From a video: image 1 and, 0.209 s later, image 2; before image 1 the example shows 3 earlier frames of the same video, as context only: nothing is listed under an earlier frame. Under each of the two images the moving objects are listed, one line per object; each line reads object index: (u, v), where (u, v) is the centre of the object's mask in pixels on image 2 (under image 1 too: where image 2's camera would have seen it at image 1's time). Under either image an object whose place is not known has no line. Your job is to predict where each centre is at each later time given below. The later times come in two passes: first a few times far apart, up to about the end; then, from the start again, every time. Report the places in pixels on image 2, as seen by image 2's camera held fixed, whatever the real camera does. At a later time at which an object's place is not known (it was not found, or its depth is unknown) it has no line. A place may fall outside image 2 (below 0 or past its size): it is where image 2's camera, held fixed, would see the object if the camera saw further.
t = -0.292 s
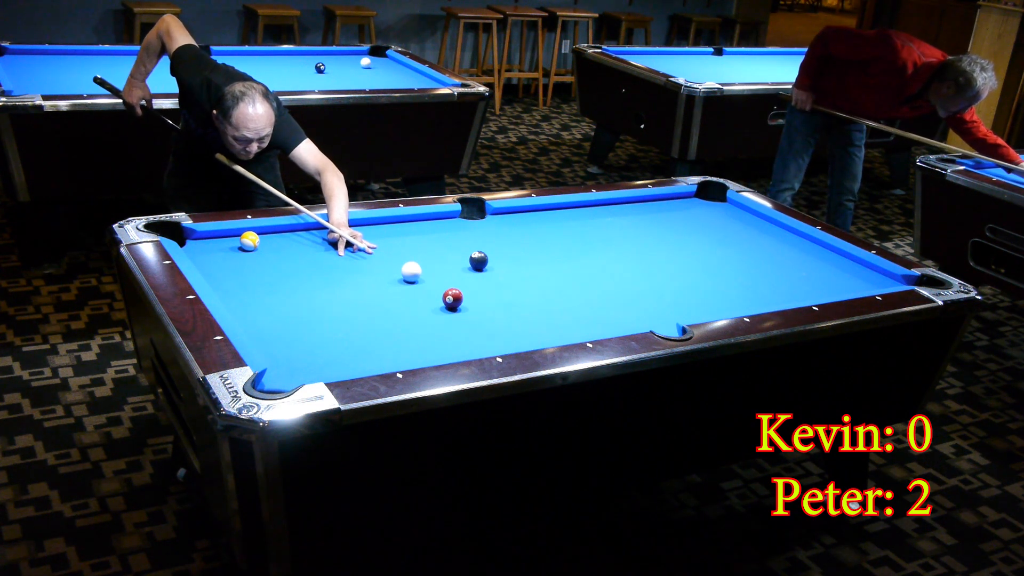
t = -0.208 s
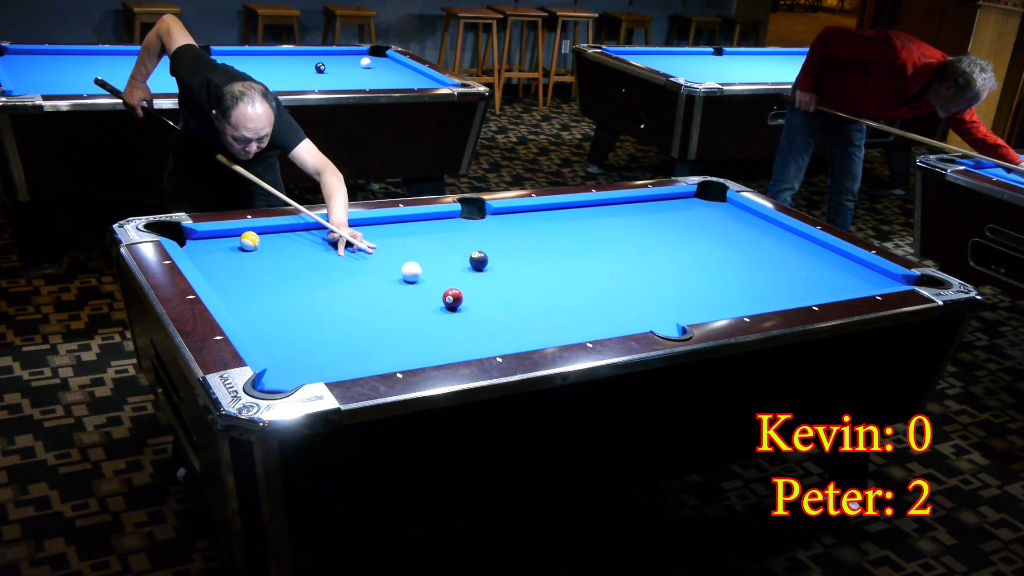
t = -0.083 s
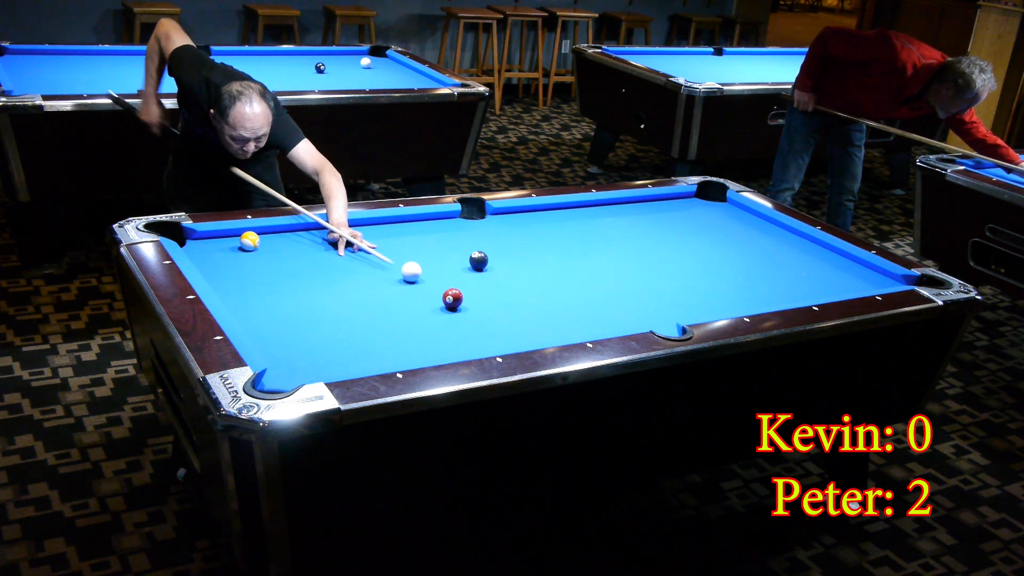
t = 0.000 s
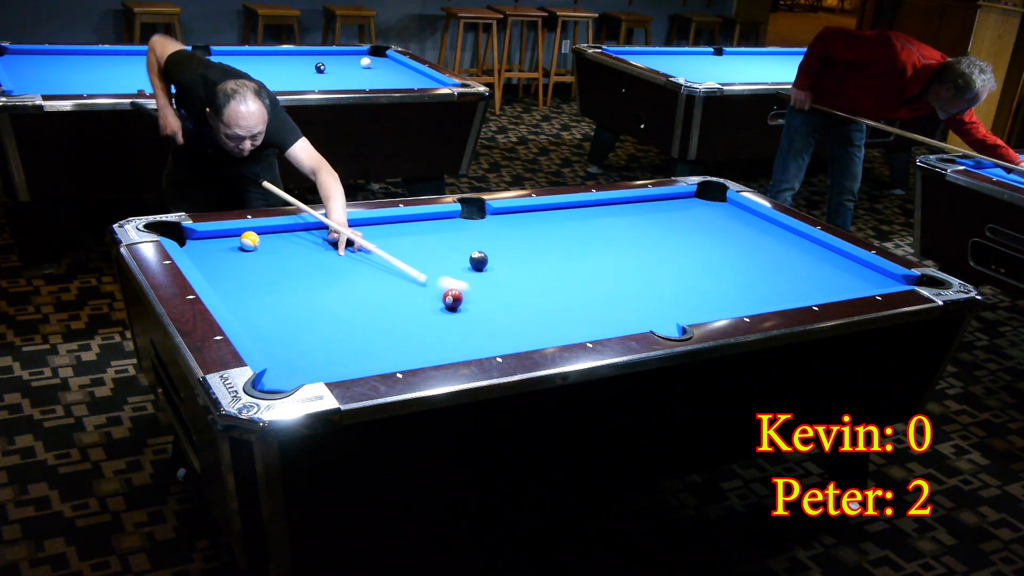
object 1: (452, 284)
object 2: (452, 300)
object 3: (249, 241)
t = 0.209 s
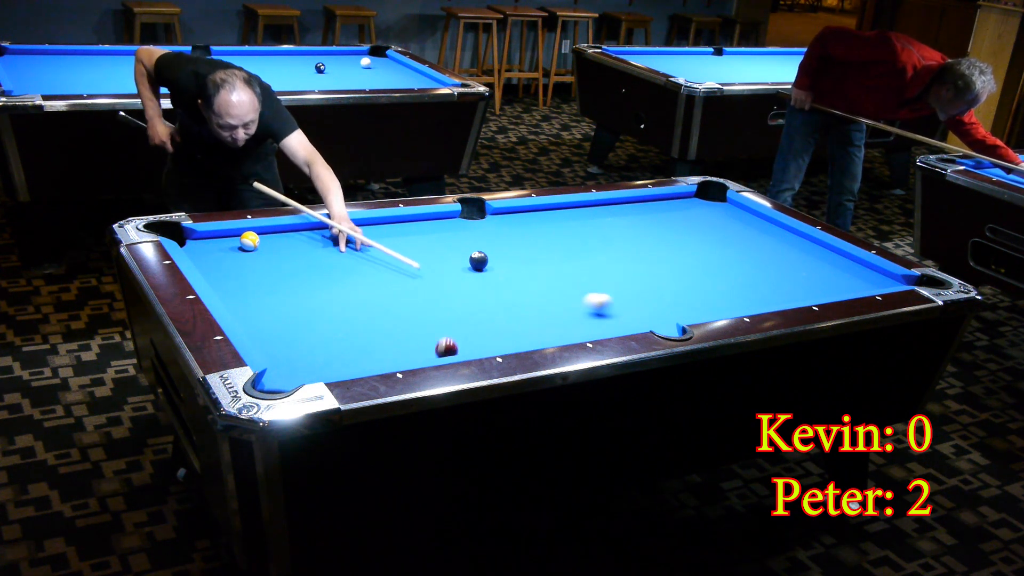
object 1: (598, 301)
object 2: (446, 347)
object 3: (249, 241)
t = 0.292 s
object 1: (646, 305)
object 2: (428, 348)
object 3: (249, 241)
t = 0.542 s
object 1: (749, 303)
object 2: (368, 332)
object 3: (249, 241)
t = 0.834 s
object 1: (802, 288)
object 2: (306, 314)
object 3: (249, 241)
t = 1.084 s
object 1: (841, 274)
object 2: (258, 300)
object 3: (249, 241)
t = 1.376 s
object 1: (847, 263)
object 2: (219, 283)
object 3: (249, 241)
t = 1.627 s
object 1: (806, 257)
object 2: (225, 270)
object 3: (249, 241)
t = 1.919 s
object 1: (761, 250)
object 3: (249, 241)
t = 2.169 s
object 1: (725, 245)
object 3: (251, 240)
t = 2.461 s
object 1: (685, 239)
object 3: (261, 235)
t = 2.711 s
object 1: (653, 235)
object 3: (269, 232)
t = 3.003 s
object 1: (617, 230)
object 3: (278, 231)
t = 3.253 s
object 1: (589, 226)
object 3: (284, 232)
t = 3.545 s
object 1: (557, 222)
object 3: (289, 232)
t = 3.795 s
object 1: (532, 219)
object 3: (292, 233)
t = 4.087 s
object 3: (294, 233)
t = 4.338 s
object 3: (294, 233)
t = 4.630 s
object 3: (293, 233)
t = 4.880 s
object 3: (293, 233)
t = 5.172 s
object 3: (293, 233)
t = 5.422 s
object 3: (293, 233)
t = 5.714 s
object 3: (293, 233)
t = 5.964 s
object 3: (293, 233)
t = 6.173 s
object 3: (293, 232)
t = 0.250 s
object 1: (623, 303)
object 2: (440, 350)
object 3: (249, 241)
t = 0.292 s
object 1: (646, 305)
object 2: (428, 348)
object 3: (249, 241)
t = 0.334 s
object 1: (668, 306)
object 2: (417, 346)
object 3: (249, 241)
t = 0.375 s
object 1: (689, 308)
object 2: (407, 343)
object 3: (249, 241)
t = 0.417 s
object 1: (709, 307)
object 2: (397, 340)
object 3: (249, 241)
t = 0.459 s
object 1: (725, 307)
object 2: (387, 337)
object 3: (249, 241)
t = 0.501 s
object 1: (741, 305)
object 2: (378, 335)
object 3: (249, 241)
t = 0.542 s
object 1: (749, 303)
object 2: (368, 332)
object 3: (249, 241)
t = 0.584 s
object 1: (758, 301)
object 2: (359, 329)
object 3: (249, 241)
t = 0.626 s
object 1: (765, 299)
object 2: (349, 327)
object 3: (249, 241)
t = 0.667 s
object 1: (773, 297)
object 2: (341, 324)
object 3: (249, 241)
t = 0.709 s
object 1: (780, 295)
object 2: (332, 322)
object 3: (249, 241)
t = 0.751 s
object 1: (788, 293)
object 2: (323, 319)
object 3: (249, 241)
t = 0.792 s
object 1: (795, 291)
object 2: (314, 316)
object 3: (249, 241)
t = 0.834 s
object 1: (802, 288)
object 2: (306, 314)
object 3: (249, 241)
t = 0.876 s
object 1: (809, 286)
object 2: (298, 311)
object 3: (249, 241)
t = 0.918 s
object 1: (815, 284)
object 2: (290, 309)
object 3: (249, 241)
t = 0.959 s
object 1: (822, 281)
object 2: (282, 307)
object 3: (249, 241)
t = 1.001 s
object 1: (828, 279)
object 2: (274, 304)
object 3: (249, 241)
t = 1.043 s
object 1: (835, 277)
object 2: (266, 301)
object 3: (249, 241)
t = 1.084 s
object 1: (841, 274)
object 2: (258, 300)
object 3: (249, 241)
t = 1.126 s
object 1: (847, 272)
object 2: (251, 296)
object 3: (249, 241)
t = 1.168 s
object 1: (853, 270)
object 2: (243, 294)
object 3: (249, 241)
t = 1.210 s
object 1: (858, 268)
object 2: (236, 292)
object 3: (249, 241)
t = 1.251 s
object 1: (864, 266)
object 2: (229, 290)
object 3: (249, 241)
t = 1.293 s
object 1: (862, 264)
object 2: (222, 287)
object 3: (249, 241)
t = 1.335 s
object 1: (854, 264)
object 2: (219, 285)
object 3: (249, 241)
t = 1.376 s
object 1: (847, 263)
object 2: (219, 283)
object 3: (249, 241)
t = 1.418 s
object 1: (840, 262)
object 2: (220, 281)
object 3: (249, 241)
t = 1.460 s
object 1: (833, 260)
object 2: (221, 278)
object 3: (249, 241)
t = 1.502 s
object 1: (826, 260)
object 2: (222, 276)
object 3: (249, 241)
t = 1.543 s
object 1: (819, 259)
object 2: (223, 274)
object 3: (249, 241)
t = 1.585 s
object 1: (813, 258)
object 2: (224, 272)
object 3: (249, 241)
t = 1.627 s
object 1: (806, 257)
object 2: (225, 270)
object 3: (249, 241)
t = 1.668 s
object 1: (799, 256)
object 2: (226, 267)
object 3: (249, 241)
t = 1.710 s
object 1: (793, 255)
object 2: (227, 266)
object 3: (249, 241)
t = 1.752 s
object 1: (786, 254)
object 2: (228, 264)
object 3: (249, 241)
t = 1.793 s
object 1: (780, 253)
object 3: (249, 241)
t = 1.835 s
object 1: (774, 252)
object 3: (249, 241)
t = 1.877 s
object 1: (767, 251)
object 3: (249, 241)
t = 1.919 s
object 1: (761, 250)
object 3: (249, 241)
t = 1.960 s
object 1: (755, 249)
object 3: (249, 241)
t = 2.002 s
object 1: (749, 248)
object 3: (250, 241)
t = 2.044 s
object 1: (743, 247)
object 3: (250, 241)
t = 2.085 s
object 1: (737, 247)
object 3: (250, 240)
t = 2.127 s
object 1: (731, 246)
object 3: (251, 240)
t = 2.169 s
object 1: (725, 245)
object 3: (251, 240)
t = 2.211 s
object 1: (719, 244)
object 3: (252, 239)
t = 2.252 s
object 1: (713, 243)
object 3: (253, 239)
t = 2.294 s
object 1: (708, 242)
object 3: (255, 238)
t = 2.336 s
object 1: (702, 242)
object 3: (256, 237)
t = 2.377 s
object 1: (696, 241)
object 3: (258, 237)
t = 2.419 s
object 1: (691, 240)
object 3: (259, 236)
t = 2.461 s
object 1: (685, 239)
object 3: (261, 235)
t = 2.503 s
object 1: (680, 238)
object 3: (262, 235)
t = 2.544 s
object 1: (674, 238)
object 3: (263, 234)
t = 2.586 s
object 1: (669, 237)
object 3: (265, 234)
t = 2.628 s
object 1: (663, 236)
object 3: (266, 233)
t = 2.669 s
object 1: (658, 235)
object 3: (267, 232)
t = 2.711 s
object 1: (653, 235)
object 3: (269, 232)
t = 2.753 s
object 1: (648, 234)
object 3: (270, 231)
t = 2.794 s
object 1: (642, 233)
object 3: (271, 231)
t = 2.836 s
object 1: (637, 233)
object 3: (273, 231)
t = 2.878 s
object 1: (633, 232)
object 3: (274, 231)
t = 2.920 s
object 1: (627, 231)
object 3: (275, 231)
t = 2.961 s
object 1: (623, 231)
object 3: (276, 231)
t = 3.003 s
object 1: (617, 230)
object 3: (278, 231)
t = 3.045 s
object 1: (613, 229)
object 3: (279, 231)
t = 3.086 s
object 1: (608, 228)
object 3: (280, 231)
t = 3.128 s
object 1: (603, 228)
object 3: (281, 231)
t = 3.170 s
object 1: (598, 227)
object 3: (282, 232)
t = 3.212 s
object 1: (594, 227)
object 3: (283, 232)
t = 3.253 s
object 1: (589, 226)
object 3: (284, 232)
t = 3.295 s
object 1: (584, 225)
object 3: (284, 232)
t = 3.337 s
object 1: (580, 225)
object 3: (285, 232)
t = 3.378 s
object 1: (575, 224)
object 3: (286, 232)
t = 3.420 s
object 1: (571, 223)
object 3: (287, 232)
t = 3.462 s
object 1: (566, 223)
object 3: (287, 232)
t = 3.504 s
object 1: (562, 222)
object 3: (288, 232)
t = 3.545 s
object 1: (557, 222)
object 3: (289, 232)
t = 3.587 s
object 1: (553, 221)
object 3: (289, 233)
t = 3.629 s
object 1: (549, 221)
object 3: (290, 233)
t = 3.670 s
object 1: (544, 220)
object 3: (291, 233)
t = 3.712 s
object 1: (540, 220)
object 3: (291, 233)
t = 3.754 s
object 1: (536, 219)
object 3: (292, 233)
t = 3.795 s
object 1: (532, 219)
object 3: (292, 233)
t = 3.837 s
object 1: (528, 218)
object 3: (293, 233)
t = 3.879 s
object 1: (524, 218)
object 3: (293, 233)
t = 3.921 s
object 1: (520, 217)
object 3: (293, 233)
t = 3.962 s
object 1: (516, 217)
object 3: (293, 233)
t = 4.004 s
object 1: (512, 216)
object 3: (294, 233)
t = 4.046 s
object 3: (294, 233)
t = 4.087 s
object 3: (294, 233)
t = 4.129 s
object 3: (294, 233)
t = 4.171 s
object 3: (294, 233)
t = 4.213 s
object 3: (294, 233)
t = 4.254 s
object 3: (294, 233)
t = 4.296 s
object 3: (294, 233)
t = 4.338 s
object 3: (294, 233)
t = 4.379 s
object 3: (293, 232)
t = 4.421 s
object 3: (293, 233)
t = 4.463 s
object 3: (293, 232)
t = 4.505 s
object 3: (293, 233)
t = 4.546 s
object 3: (293, 233)
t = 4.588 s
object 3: (293, 233)
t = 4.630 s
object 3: (293, 233)
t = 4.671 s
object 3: (293, 233)
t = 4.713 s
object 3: (293, 233)
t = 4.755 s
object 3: (293, 233)
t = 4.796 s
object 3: (293, 233)
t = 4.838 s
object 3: (293, 233)
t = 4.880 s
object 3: (293, 233)
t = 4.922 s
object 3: (293, 233)
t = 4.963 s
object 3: (293, 233)
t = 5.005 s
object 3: (293, 233)
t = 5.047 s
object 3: (293, 233)
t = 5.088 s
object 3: (293, 233)
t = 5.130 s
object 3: (293, 233)
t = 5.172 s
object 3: (293, 233)
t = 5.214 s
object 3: (293, 232)
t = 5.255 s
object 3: (293, 233)
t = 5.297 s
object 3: (293, 233)
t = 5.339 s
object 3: (293, 233)
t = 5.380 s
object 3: (293, 233)
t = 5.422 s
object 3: (293, 233)
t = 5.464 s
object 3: (293, 233)
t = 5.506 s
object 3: (293, 233)
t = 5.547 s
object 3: (293, 233)
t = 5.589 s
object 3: (293, 233)
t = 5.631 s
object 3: (293, 232)
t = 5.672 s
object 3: (293, 233)
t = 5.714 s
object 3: (293, 233)
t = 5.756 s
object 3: (293, 233)
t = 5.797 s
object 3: (293, 233)
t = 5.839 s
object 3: (293, 233)
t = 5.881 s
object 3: (293, 233)
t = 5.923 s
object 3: (293, 233)
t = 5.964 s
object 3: (293, 233)
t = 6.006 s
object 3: (293, 233)
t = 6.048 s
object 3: (293, 233)
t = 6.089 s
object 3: (293, 232)
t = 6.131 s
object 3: (293, 232)
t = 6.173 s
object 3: (293, 232)
